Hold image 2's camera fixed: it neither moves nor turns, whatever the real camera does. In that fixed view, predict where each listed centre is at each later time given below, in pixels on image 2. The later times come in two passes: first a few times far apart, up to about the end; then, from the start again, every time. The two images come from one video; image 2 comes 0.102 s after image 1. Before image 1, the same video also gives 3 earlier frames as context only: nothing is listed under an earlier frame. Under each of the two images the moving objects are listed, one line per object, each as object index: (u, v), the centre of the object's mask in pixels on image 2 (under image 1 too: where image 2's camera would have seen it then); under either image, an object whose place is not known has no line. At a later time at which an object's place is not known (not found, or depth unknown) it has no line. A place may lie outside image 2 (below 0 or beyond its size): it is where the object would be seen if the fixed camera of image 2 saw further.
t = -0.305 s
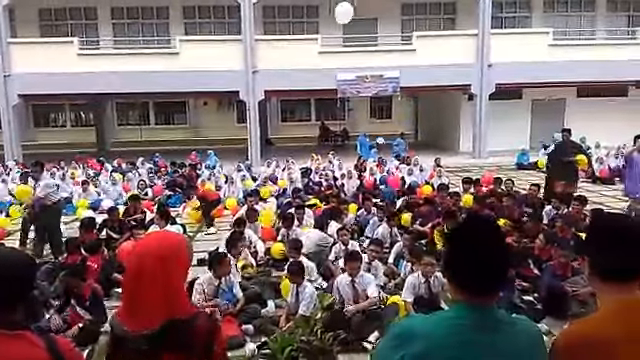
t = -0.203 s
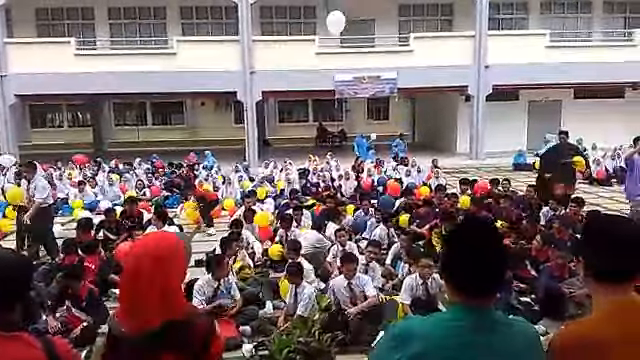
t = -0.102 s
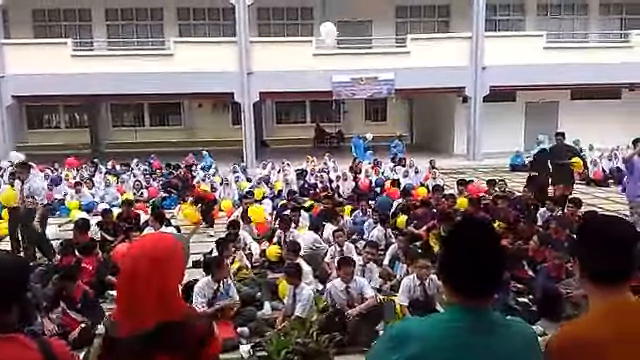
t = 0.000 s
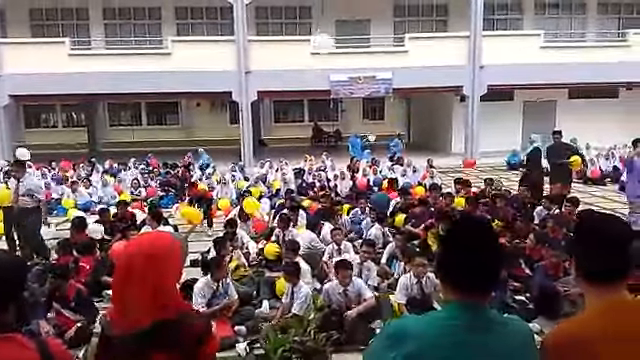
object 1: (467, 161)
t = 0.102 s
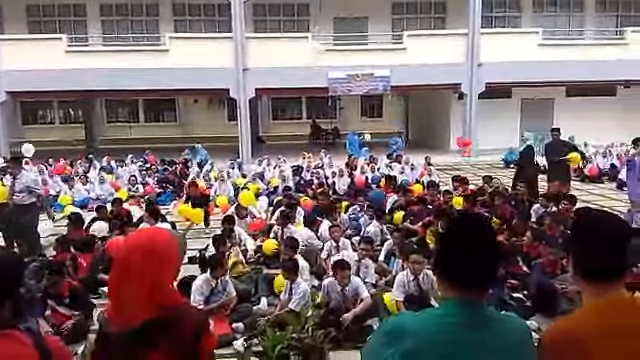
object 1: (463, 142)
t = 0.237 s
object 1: (455, 126)
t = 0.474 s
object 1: (443, 115)
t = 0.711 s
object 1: (441, 114)
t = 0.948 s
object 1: (438, 117)
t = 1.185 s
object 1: (436, 126)
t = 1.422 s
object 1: (433, 138)
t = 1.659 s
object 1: (431, 152)
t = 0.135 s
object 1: (462, 137)
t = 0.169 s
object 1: (459, 134)
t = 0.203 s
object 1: (457, 128)
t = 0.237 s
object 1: (455, 126)
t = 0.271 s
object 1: (454, 123)
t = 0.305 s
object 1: (452, 122)
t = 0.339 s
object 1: (451, 120)
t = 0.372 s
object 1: (450, 118)
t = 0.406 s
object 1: (449, 117)
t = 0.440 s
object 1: (445, 115)
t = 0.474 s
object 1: (443, 115)
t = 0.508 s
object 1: (443, 115)
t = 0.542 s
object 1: (442, 114)
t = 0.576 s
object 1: (441, 114)
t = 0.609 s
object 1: (442, 114)
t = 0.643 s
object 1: (441, 114)
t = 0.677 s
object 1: (441, 114)
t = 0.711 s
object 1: (441, 114)
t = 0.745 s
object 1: (441, 114)
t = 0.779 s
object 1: (441, 114)
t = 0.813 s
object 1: (441, 114)
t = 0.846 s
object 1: (441, 114)
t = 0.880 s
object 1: (440, 116)
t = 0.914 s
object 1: (440, 116)
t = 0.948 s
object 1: (438, 117)
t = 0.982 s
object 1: (438, 117)
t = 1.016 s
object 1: (437, 119)
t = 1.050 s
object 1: (437, 120)
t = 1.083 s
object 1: (438, 120)
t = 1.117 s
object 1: (437, 123)
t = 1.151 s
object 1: (436, 125)
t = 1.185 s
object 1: (436, 126)
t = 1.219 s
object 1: (435, 128)
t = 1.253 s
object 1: (435, 129)
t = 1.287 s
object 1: (435, 130)
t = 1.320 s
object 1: (434, 132)
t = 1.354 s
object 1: (434, 134)
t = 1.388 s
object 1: (434, 134)
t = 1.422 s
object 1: (433, 138)
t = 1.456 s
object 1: (432, 140)
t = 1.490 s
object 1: (432, 141)
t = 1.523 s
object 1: (432, 143)
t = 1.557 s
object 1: (431, 145)
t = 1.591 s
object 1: (432, 147)
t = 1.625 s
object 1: (431, 150)
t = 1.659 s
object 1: (431, 152)
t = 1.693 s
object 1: (431, 154)
